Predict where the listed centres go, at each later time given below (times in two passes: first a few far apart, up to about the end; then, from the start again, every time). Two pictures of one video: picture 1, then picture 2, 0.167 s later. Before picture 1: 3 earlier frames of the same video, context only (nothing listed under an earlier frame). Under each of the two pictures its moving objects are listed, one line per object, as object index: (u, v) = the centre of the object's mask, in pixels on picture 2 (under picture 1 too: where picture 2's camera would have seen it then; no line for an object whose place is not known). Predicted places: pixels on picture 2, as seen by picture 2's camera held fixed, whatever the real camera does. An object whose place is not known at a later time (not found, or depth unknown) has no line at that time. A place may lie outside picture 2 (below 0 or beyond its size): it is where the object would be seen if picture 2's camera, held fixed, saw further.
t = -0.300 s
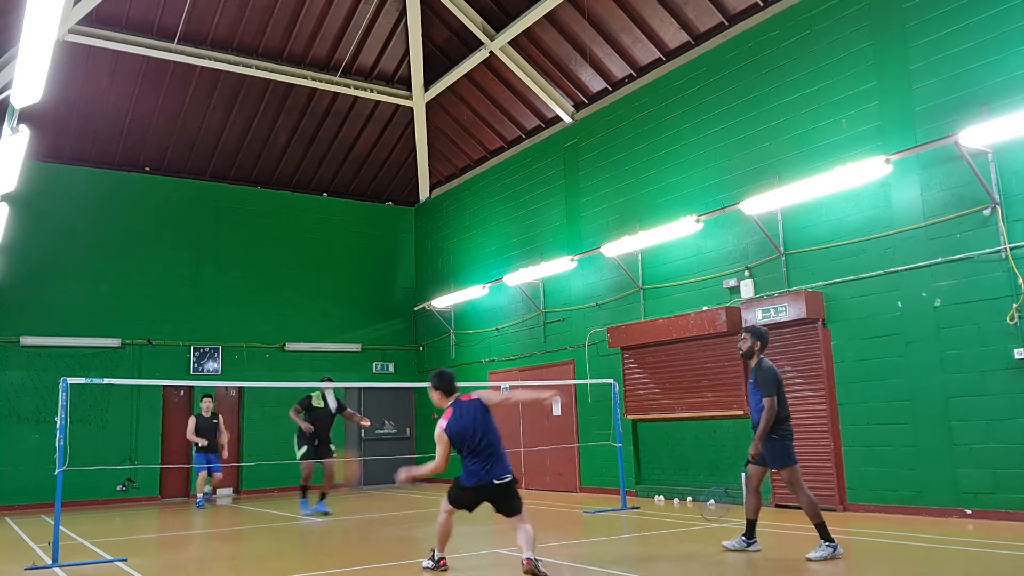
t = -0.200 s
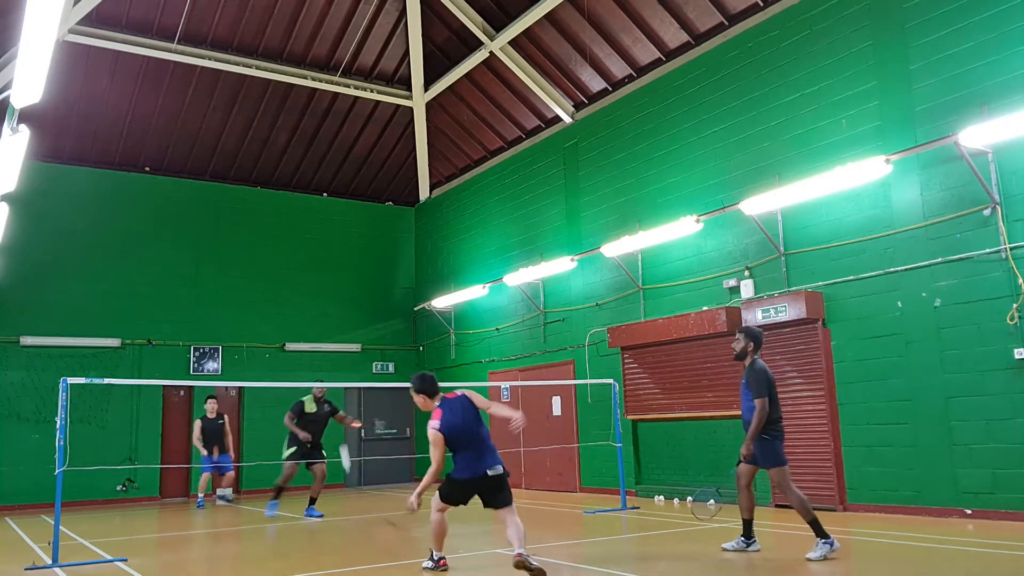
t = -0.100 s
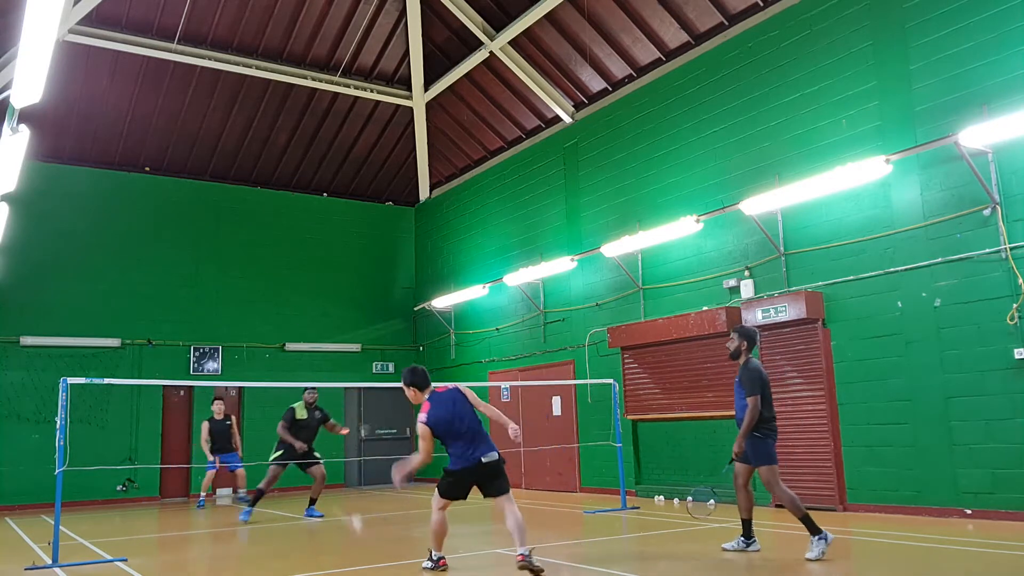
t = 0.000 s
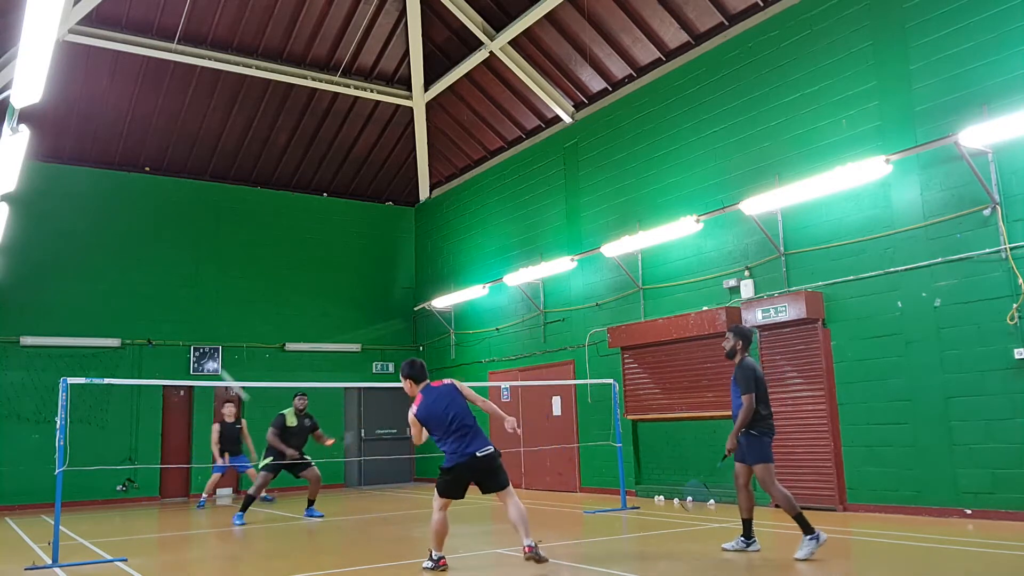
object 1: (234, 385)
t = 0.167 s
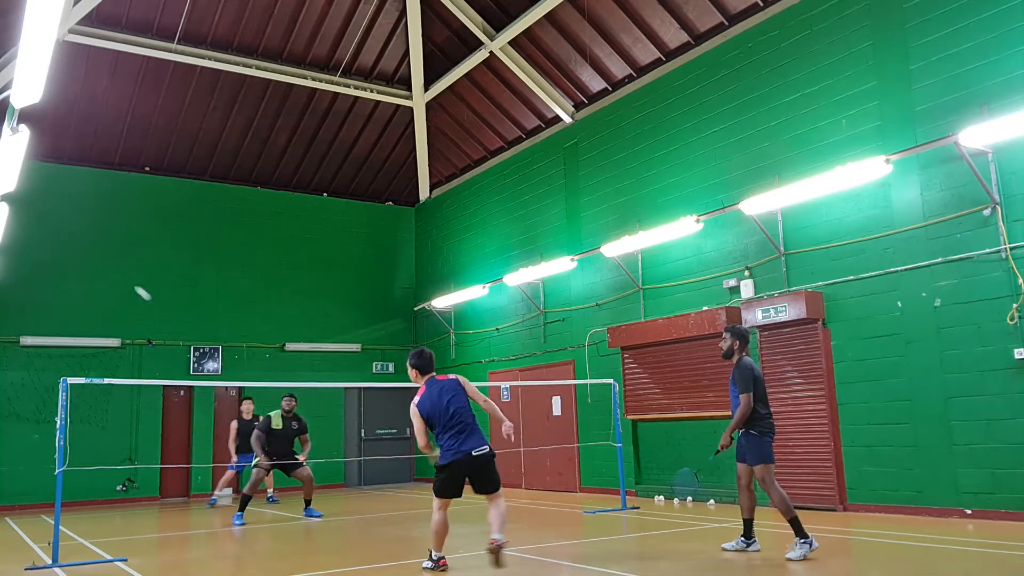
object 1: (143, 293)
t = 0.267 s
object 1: (112, 272)
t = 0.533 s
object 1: (63, 269)
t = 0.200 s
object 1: (131, 284)
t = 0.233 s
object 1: (121, 278)
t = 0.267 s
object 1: (112, 272)
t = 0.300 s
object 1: (104, 268)
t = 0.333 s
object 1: (97, 265)
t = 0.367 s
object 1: (90, 264)
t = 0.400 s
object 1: (84, 263)
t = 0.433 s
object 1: (78, 263)
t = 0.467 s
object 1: (73, 264)
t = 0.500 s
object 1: (68, 266)
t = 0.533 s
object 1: (63, 269)
